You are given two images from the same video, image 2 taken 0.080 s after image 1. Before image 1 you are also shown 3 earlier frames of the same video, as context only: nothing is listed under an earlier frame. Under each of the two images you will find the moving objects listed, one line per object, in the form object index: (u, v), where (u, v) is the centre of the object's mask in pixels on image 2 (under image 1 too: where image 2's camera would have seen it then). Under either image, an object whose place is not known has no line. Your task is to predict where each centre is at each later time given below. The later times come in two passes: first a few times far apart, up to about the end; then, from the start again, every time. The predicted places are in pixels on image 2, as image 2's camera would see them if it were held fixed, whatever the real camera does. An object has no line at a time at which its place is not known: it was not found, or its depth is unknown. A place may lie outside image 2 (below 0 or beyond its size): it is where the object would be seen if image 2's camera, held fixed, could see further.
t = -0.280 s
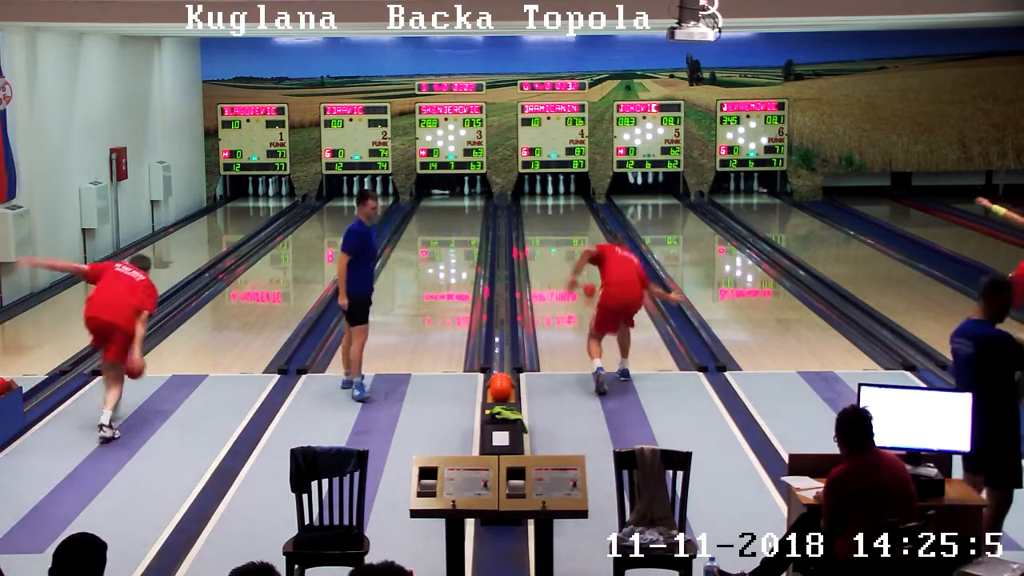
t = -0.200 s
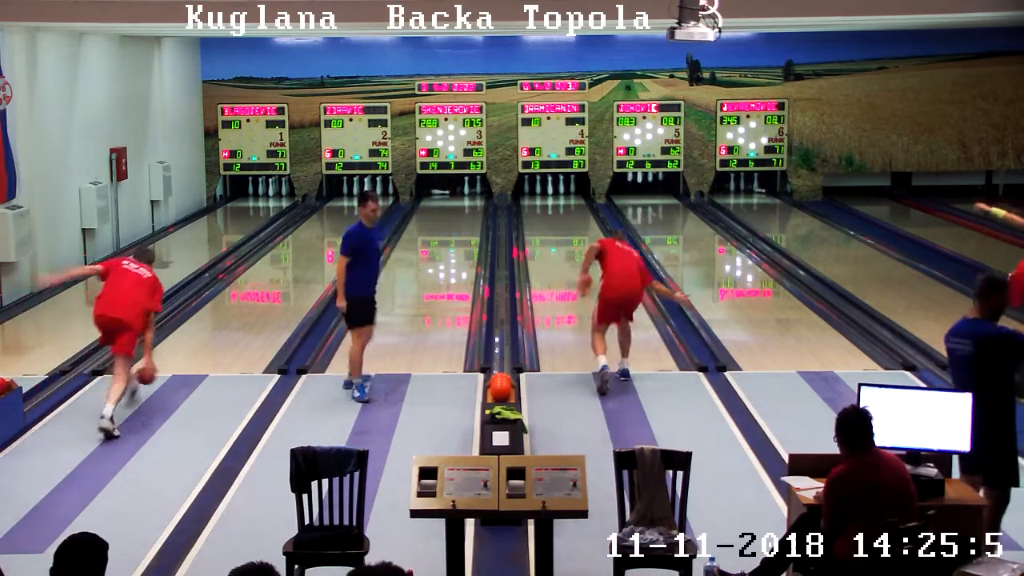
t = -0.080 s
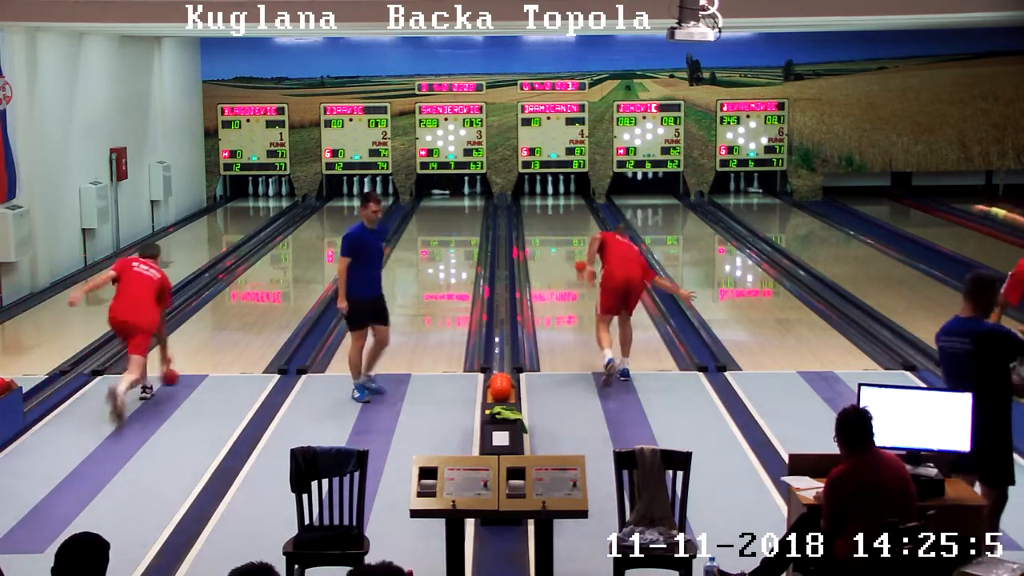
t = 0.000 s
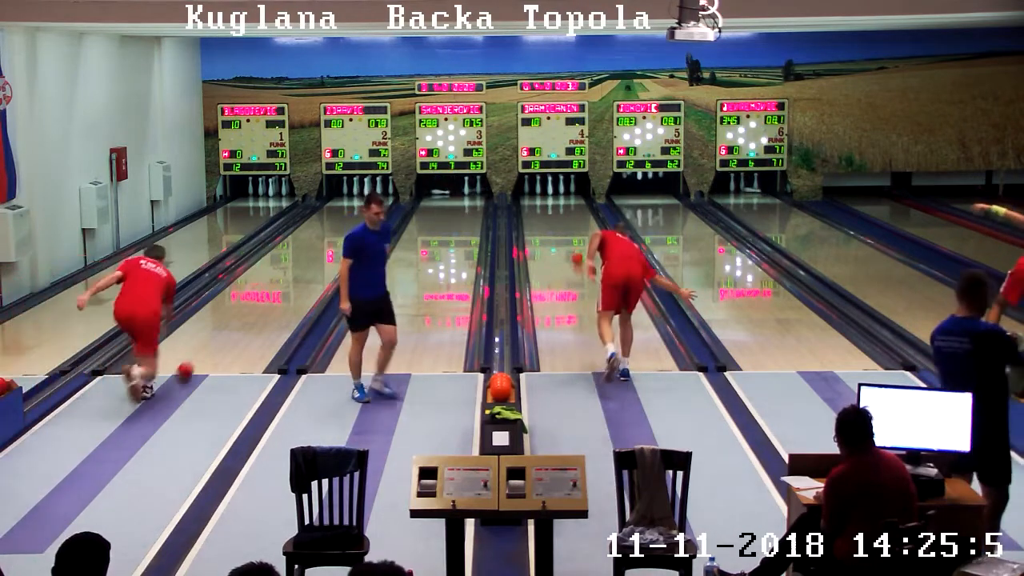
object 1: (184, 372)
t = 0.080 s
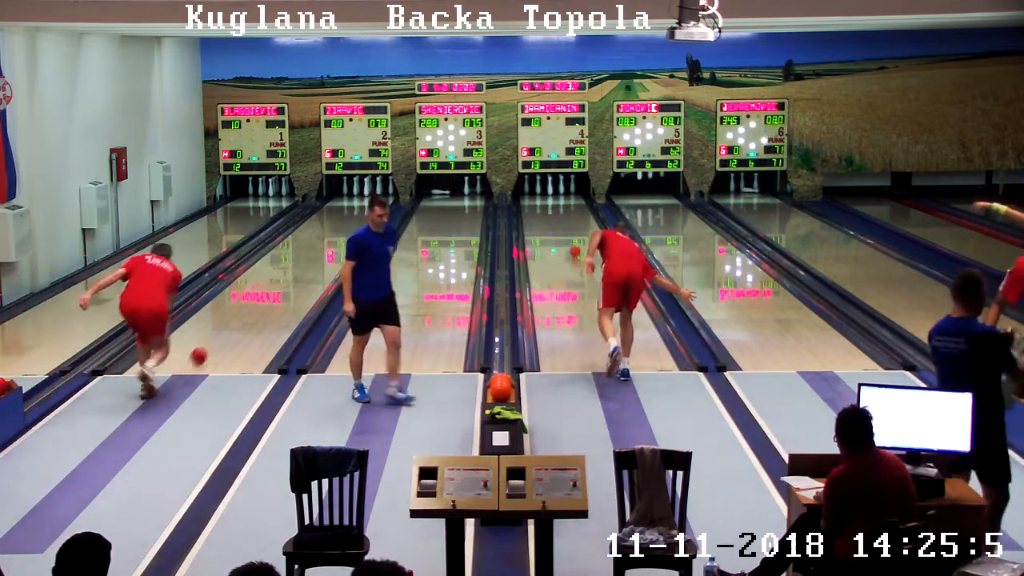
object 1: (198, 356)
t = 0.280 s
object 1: (227, 330)
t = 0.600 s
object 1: (263, 293)
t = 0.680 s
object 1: (271, 286)
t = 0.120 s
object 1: (205, 352)
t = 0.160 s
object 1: (211, 346)
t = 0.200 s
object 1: (216, 341)
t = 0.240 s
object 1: (222, 335)
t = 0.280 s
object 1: (227, 330)
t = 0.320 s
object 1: (233, 324)
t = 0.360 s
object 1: (238, 319)
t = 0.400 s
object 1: (242, 315)
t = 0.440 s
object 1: (247, 311)
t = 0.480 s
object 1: (251, 306)
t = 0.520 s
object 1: (255, 301)
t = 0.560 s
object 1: (259, 297)
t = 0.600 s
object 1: (263, 293)
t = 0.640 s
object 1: (267, 290)
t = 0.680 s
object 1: (271, 286)
